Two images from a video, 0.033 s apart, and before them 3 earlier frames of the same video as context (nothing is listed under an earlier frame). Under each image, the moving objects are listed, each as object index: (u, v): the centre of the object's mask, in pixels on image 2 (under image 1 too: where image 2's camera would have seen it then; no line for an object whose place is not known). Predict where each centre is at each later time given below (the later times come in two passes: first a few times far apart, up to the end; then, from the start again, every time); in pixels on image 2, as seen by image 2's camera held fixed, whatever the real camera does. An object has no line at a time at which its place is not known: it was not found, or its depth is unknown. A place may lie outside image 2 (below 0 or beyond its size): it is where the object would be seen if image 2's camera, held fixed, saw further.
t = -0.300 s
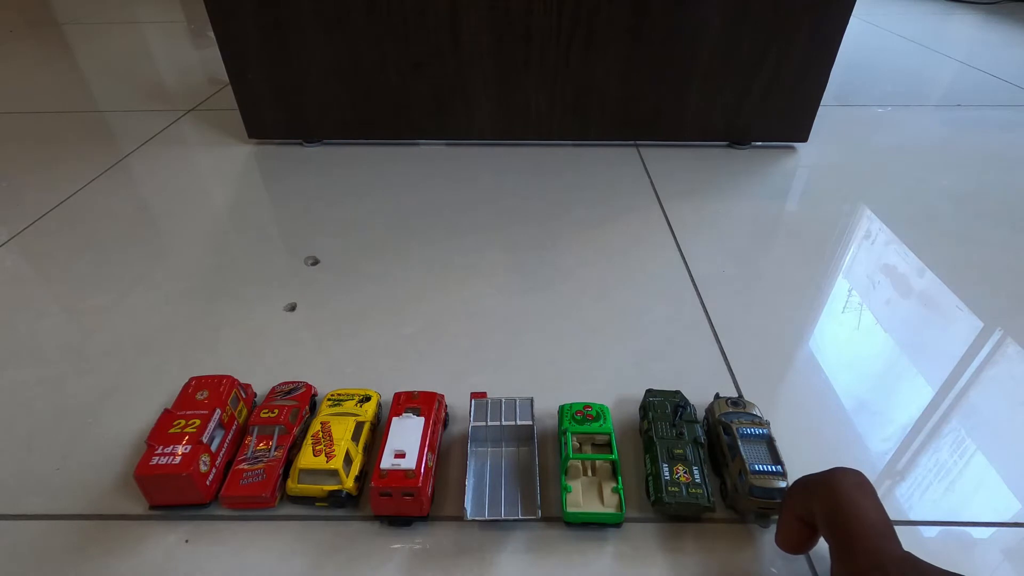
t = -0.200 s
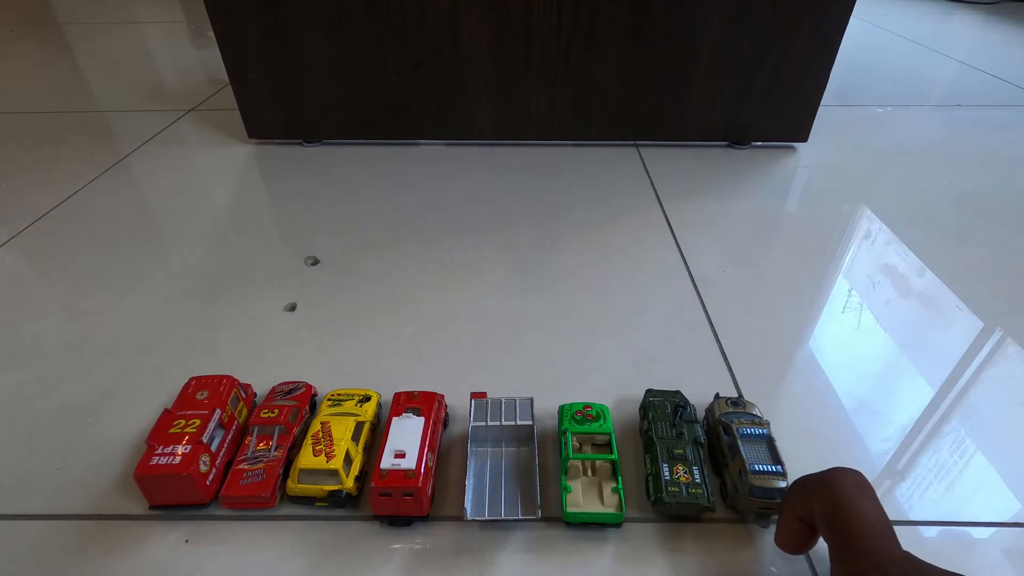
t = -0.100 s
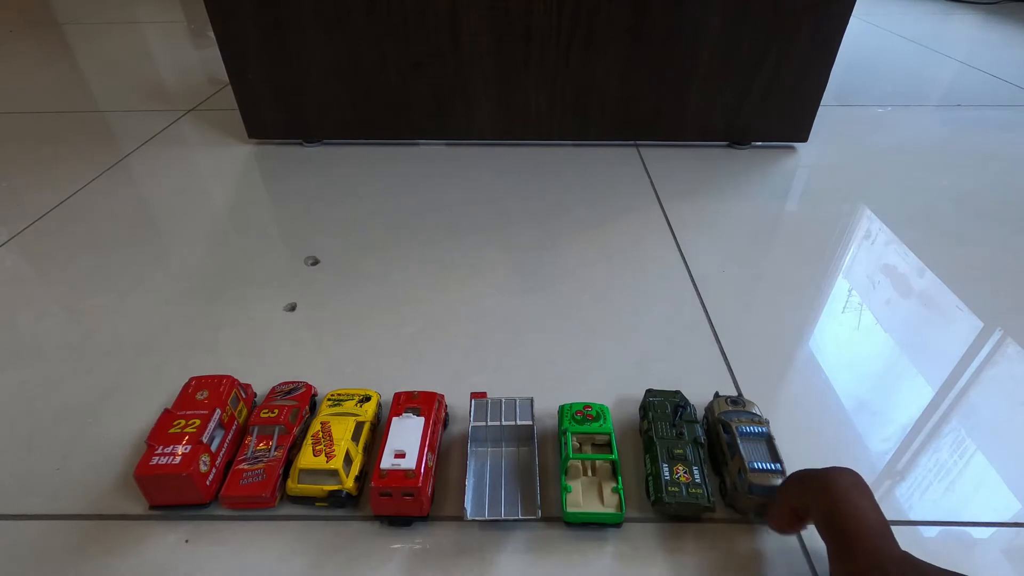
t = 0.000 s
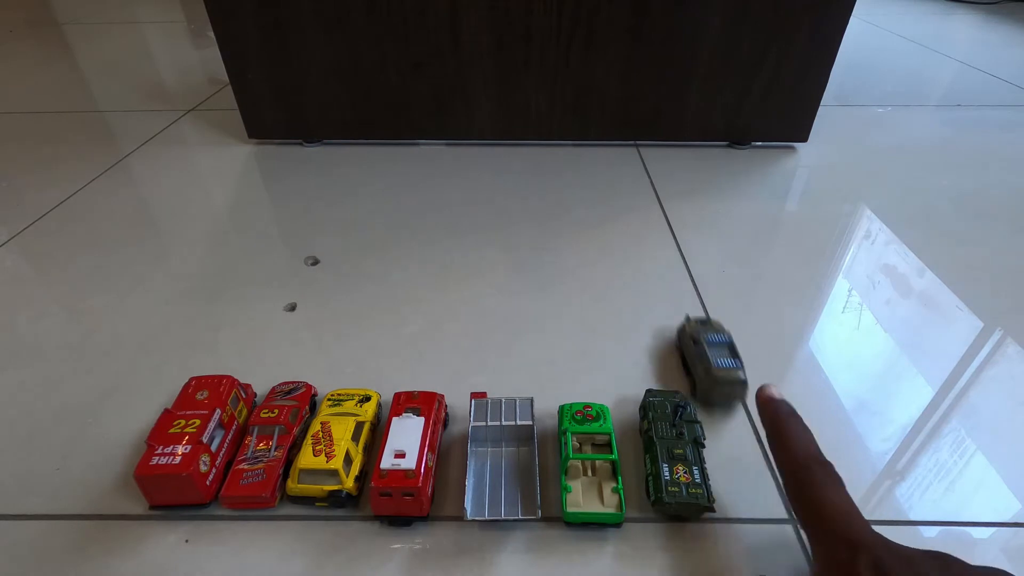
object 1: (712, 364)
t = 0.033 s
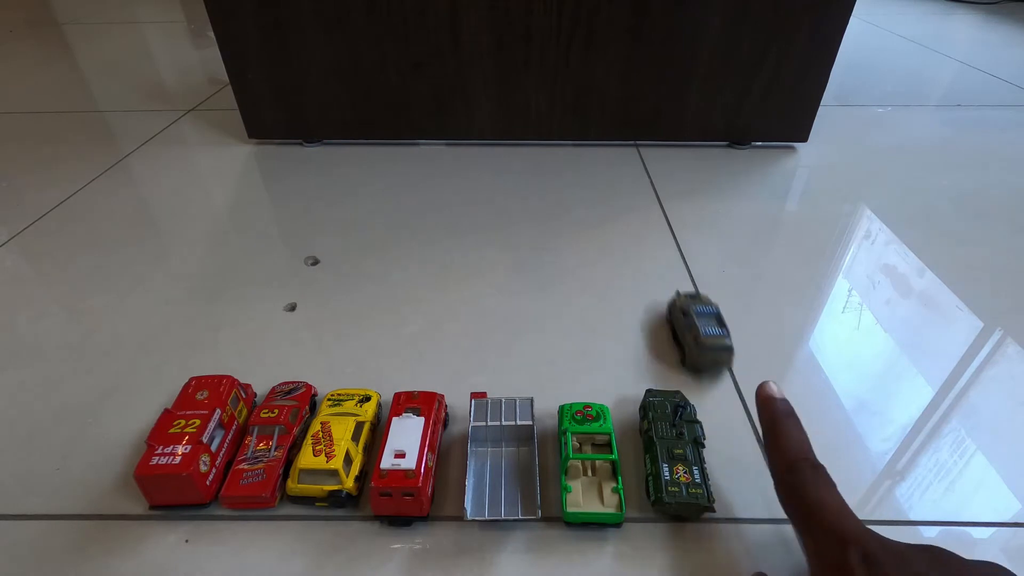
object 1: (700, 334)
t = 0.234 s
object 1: (647, 217)
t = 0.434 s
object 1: (611, 154)
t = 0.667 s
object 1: (607, 175)
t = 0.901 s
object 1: (607, 192)
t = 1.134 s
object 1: (608, 202)
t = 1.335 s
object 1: (608, 204)
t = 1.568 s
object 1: (608, 204)
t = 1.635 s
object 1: (608, 204)
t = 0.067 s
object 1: (689, 309)
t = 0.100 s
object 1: (679, 286)
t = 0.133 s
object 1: (670, 265)
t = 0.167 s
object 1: (662, 248)
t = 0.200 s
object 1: (654, 233)
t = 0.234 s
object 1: (647, 217)
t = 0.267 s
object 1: (640, 205)
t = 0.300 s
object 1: (634, 193)
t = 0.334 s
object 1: (627, 181)
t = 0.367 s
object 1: (621, 171)
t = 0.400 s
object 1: (616, 163)
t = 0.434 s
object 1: (611, 154)
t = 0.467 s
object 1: (608, 156)
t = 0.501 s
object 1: (607, 160)
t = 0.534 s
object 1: (607, 163)
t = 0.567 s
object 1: (607, 166)
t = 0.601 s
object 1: (607, 169)
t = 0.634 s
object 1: (607, 172)
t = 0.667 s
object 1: (607, 175)
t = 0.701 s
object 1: (607, 178)
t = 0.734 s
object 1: (607, 181)
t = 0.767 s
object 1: (607, 183)
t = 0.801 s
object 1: (607, 186)
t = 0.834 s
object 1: (607, 188)
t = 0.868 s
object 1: (607, 190)
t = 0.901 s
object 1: (607, 192)
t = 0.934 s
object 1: (607, 194)
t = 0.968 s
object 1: (608, 195)
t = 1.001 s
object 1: (608, 197)
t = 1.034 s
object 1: (607, 199)
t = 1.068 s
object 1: (608, 200)
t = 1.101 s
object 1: (608, 201)
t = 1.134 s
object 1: (608, 202)
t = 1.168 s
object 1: (608, 203)
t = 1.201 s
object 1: (608, 203)
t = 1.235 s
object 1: (608, 204)
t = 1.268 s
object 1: (608, 204)
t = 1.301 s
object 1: (608, 204)
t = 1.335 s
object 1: (608, 204)
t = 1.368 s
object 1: (608, 204)
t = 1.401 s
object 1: (608, 204)
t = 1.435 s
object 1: (608, 204)
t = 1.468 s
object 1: (608, 204)
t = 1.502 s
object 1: (608, 204)
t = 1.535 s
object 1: (608, 204)
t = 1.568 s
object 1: (608, 204)
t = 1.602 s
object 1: (608, 204)
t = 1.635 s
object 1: (608, 204)
